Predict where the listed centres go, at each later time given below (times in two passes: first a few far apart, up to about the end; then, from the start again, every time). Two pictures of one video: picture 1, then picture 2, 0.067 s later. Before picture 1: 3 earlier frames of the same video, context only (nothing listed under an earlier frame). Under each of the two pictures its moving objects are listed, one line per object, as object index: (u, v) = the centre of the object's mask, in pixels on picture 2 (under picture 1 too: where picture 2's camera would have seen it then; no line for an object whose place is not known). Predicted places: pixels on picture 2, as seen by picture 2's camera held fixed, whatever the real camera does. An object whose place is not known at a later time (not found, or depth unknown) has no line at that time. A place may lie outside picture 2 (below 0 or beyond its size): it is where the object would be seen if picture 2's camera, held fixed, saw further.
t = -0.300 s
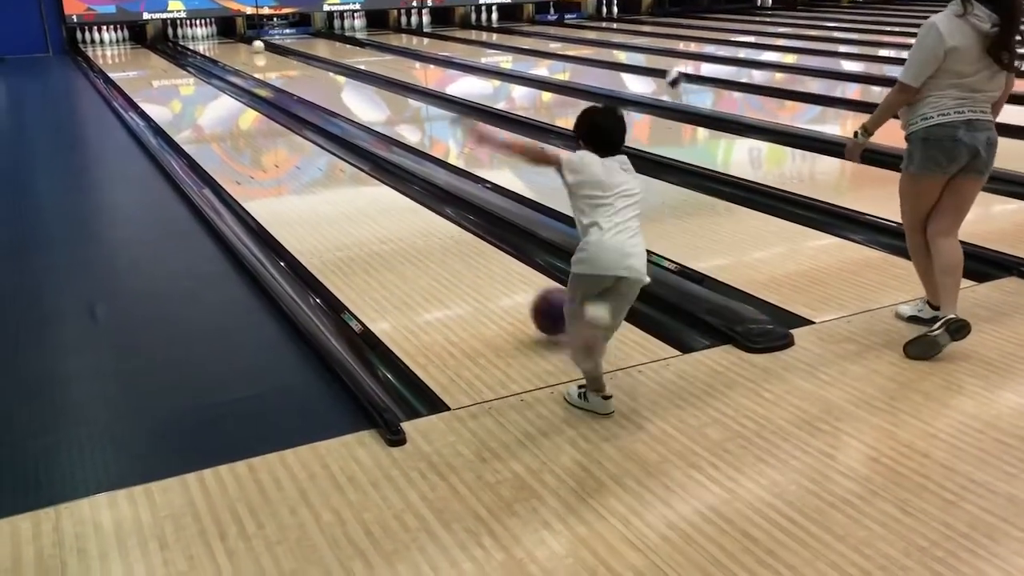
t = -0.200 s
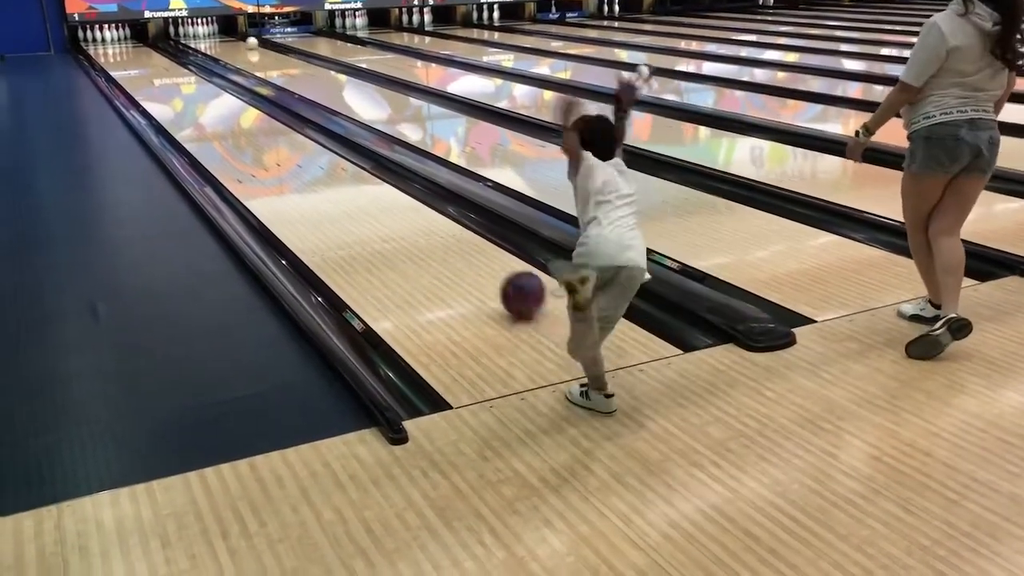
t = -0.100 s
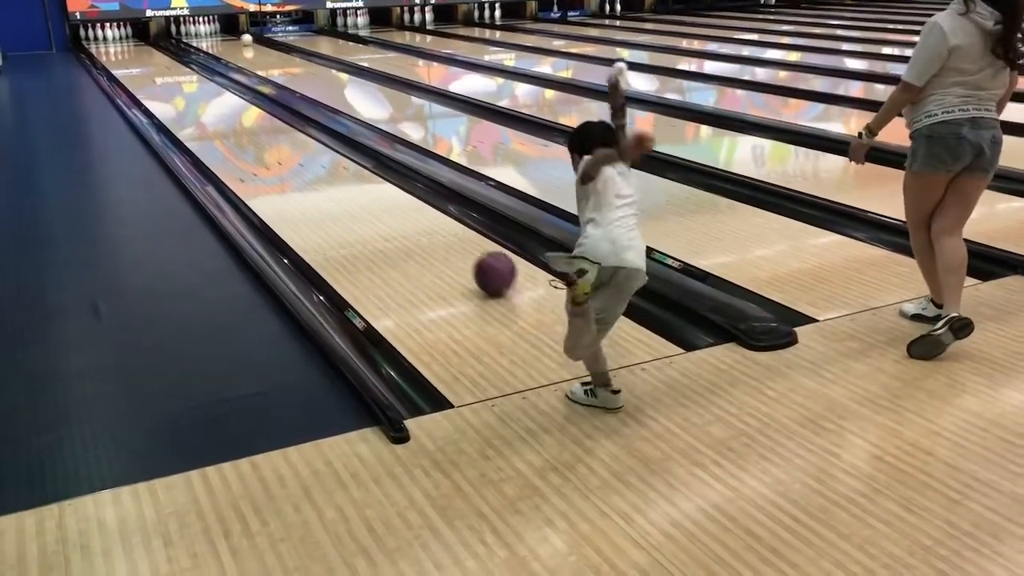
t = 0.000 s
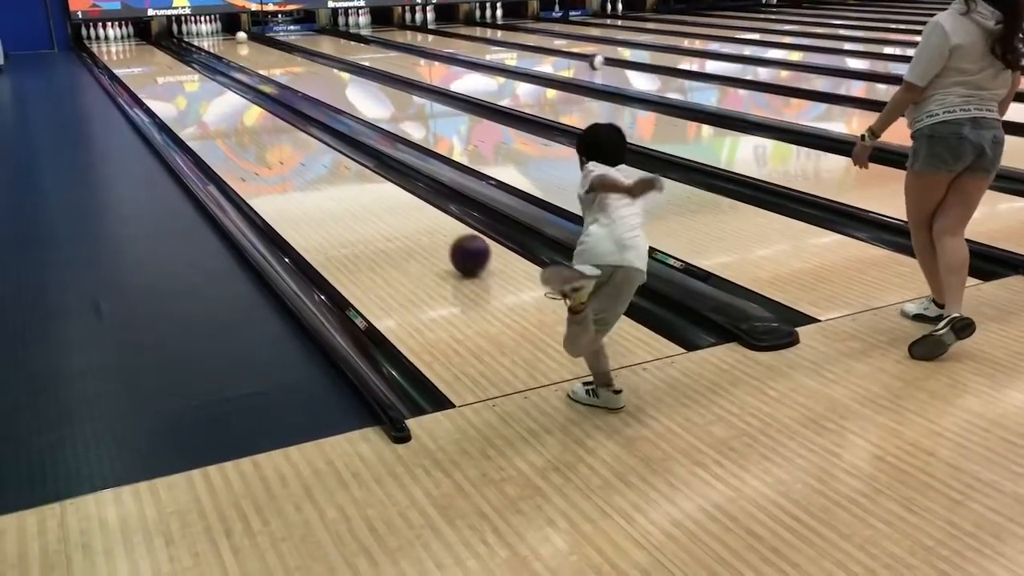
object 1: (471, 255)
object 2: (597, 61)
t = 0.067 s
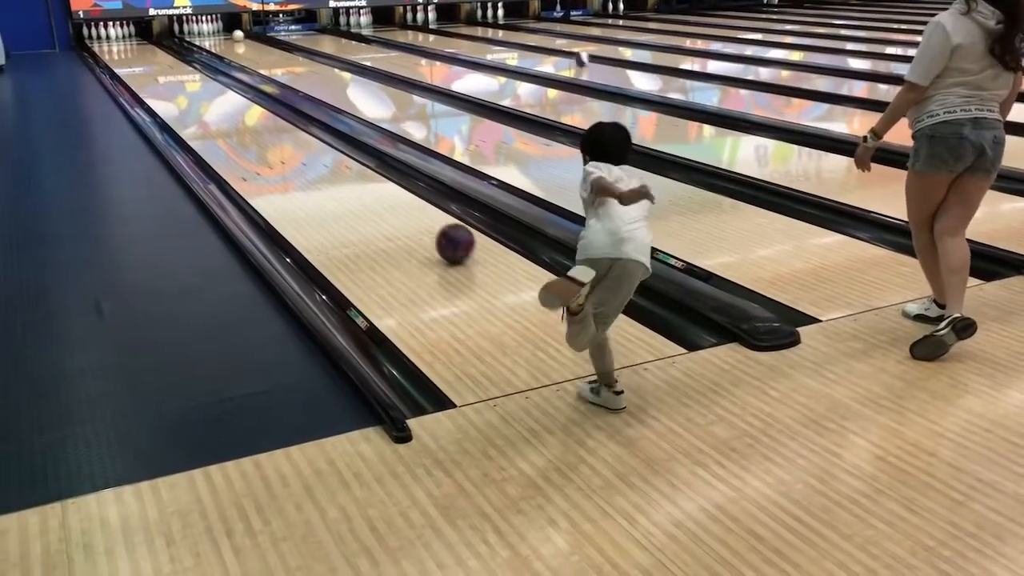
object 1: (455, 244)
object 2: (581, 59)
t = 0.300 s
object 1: (408, 211)
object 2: (530, 50)
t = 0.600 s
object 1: (362, 179)
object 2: (480, 42)
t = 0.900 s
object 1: (326, 155)
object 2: (437, 34)
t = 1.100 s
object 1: (306, 141)
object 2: (414, 30)
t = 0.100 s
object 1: (447, 239)
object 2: (574, 57)
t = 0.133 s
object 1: (440, 234)
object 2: (567, 55)
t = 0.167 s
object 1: (433, 229)
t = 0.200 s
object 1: (427, 224)
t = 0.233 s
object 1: (420, 220)
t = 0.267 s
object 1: (414, 216)
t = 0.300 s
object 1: (408, 211)
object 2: (530, 50)
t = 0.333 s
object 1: (402, 207)
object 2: (524, 49)
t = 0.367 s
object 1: (397, 204)
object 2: (519, 48)
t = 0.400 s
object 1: (392, 200)
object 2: (512, 47)
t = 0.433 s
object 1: (386, 196)
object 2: (506, 47)
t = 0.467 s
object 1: (381, 192)
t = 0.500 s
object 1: (376, 189)
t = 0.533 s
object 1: (371, 186)
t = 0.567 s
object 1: (367, 182)
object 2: (485, 43)
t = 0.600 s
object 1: (362, 179)
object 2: (480, 42)
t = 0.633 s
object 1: (358, 176)
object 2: (475, 41)
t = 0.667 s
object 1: (353, 174)
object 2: (470, 39)
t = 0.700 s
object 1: (349, 171)
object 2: (465, 37)
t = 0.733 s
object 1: (345, 168)
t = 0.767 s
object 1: (341, 166)
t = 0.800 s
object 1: (337, 163)
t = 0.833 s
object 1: (333, 160)
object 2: (445, 35)
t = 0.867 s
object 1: (330, 158)
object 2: (441, 34)
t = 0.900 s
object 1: (326, 155)
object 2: (437, 34)
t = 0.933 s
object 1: (323, 153)
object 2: (433, 33)
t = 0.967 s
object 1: (319, 151)
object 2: (428, 32)
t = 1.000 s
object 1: (316, 148)
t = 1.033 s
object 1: (312, 146)
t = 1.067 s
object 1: (309, 143)
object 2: (417, 31)
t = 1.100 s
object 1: (306, 141)
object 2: (414, 30)
